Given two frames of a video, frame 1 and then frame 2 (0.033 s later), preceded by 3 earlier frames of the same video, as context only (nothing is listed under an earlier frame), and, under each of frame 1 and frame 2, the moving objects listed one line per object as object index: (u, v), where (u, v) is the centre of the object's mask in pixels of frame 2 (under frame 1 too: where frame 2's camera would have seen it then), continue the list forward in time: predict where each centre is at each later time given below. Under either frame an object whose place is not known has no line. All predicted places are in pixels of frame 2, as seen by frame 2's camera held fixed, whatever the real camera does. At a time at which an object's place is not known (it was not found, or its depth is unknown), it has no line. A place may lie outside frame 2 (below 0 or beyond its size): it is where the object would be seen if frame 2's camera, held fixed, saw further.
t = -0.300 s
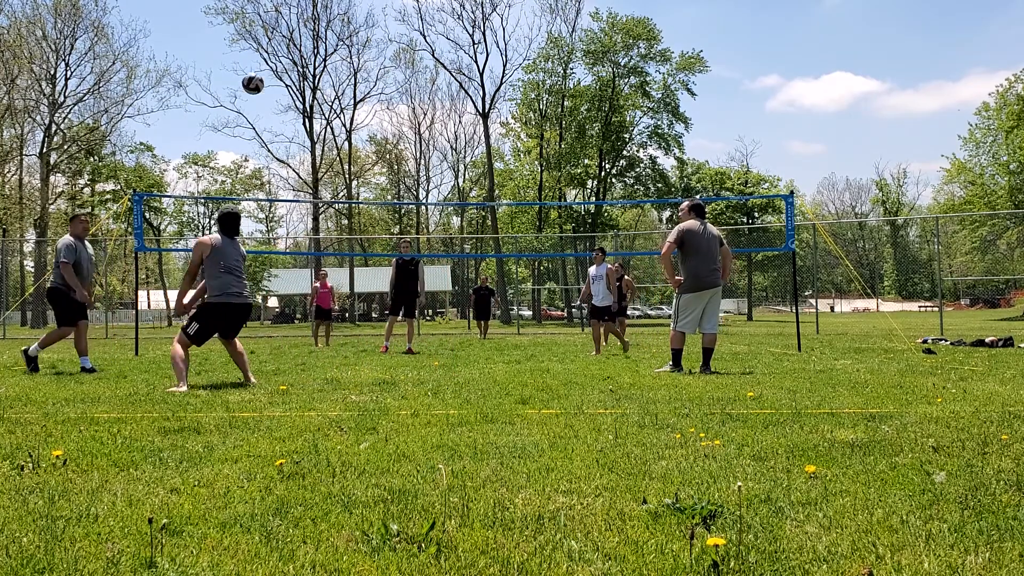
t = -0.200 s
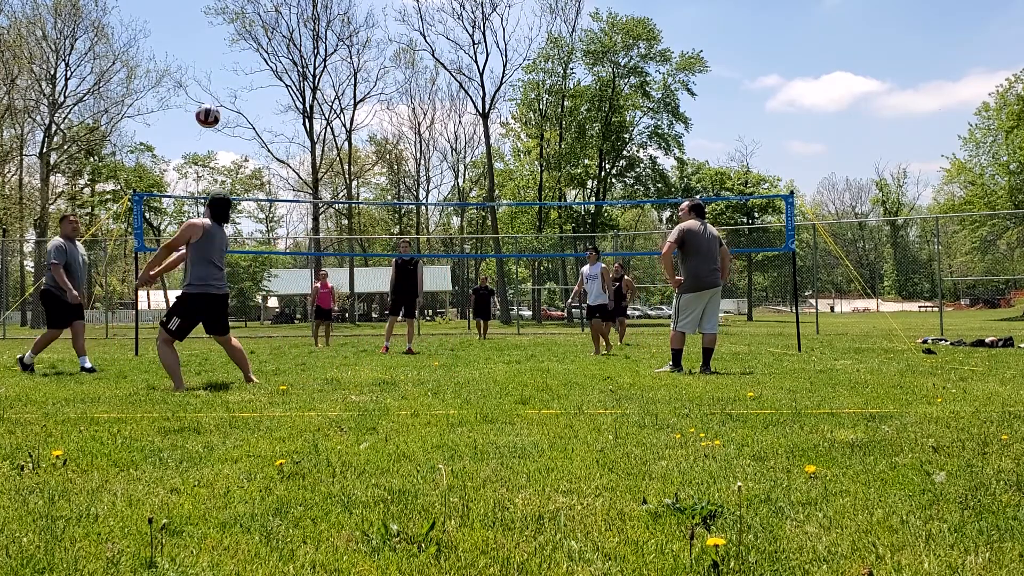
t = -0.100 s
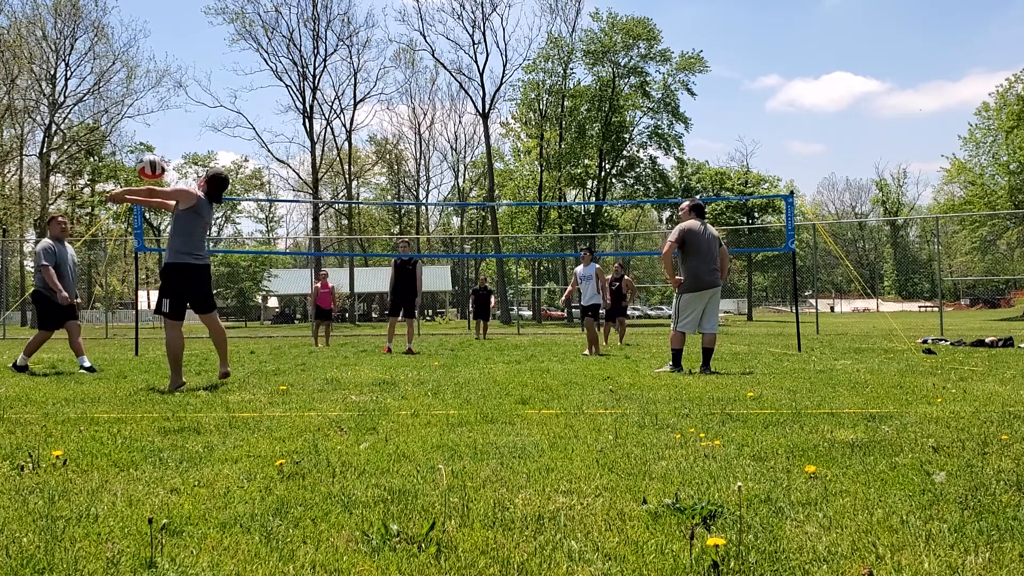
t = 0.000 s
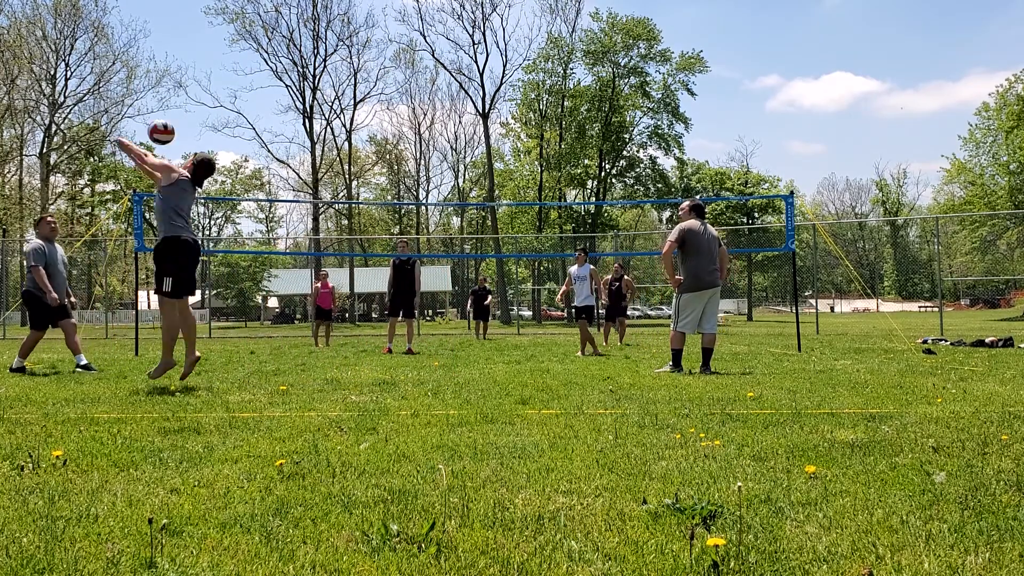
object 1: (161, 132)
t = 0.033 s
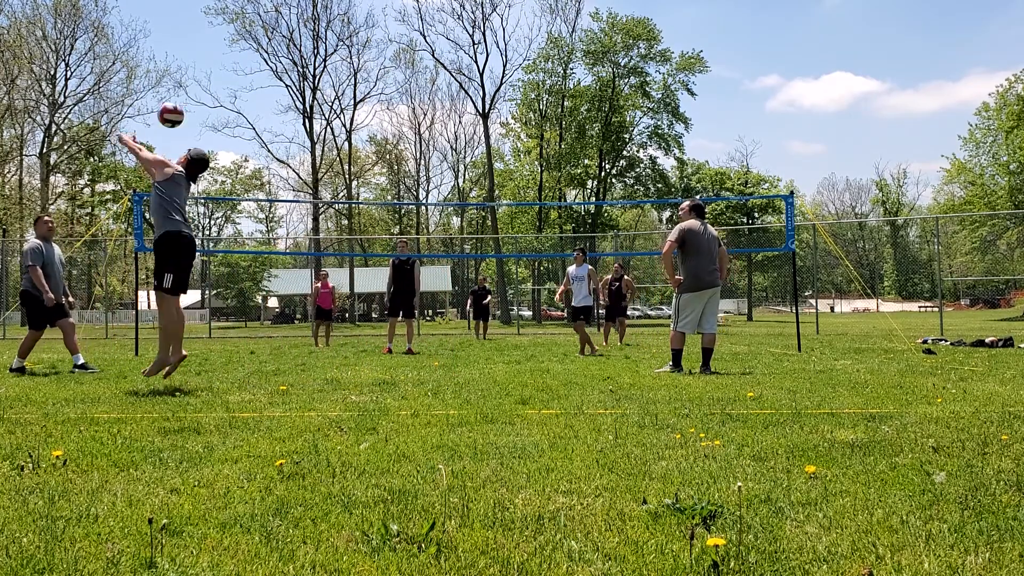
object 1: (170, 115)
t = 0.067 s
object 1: (179, 100)
